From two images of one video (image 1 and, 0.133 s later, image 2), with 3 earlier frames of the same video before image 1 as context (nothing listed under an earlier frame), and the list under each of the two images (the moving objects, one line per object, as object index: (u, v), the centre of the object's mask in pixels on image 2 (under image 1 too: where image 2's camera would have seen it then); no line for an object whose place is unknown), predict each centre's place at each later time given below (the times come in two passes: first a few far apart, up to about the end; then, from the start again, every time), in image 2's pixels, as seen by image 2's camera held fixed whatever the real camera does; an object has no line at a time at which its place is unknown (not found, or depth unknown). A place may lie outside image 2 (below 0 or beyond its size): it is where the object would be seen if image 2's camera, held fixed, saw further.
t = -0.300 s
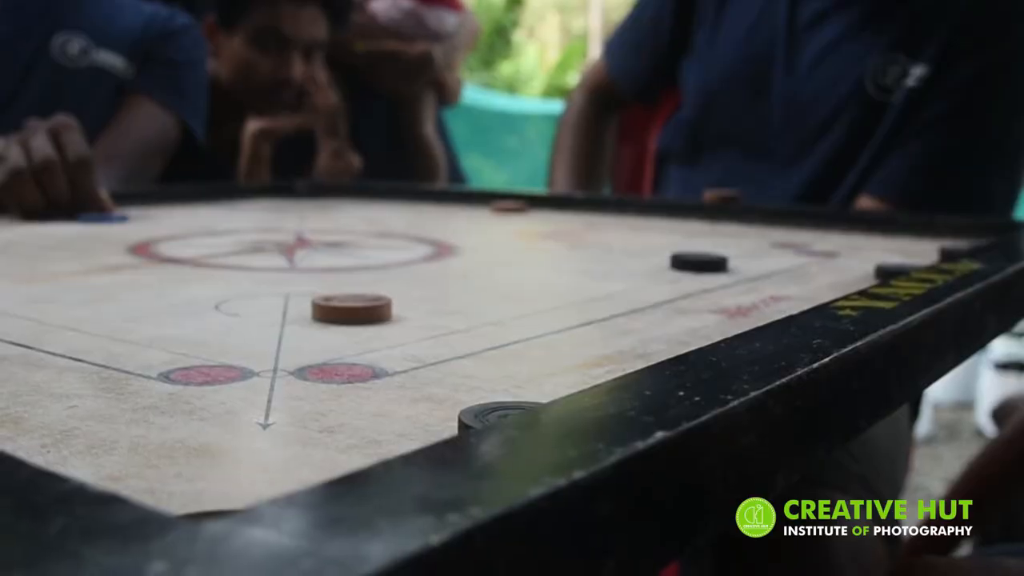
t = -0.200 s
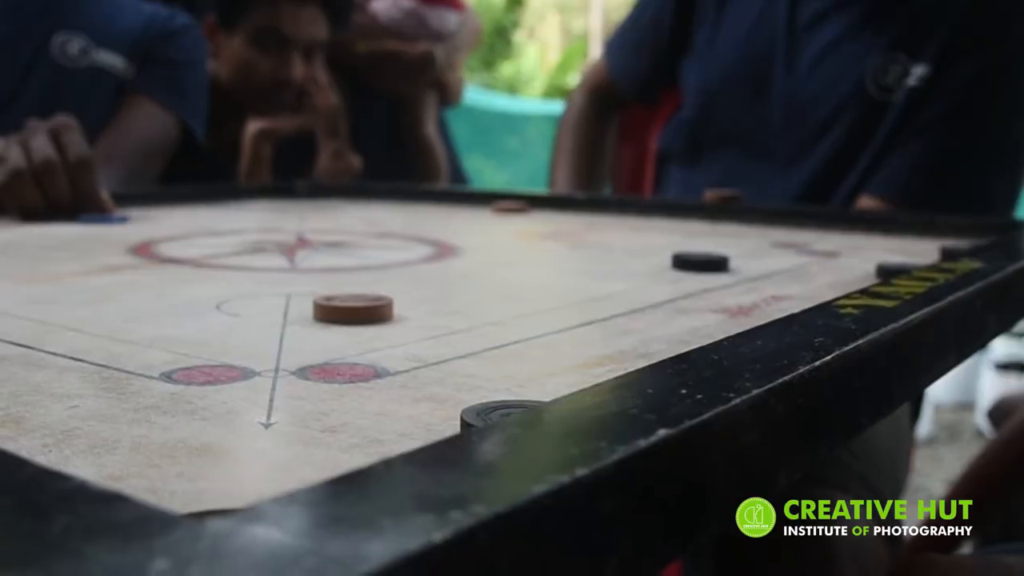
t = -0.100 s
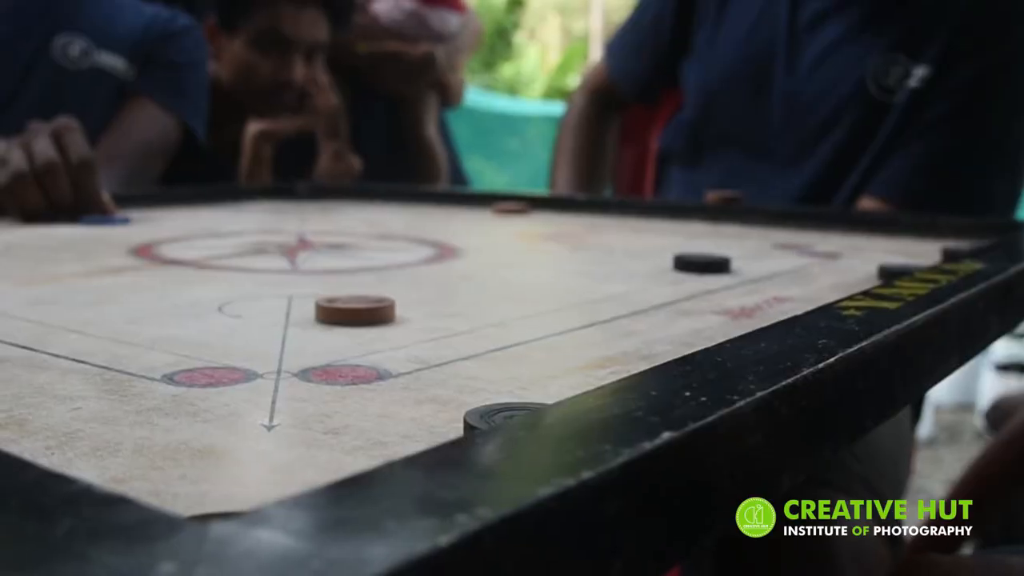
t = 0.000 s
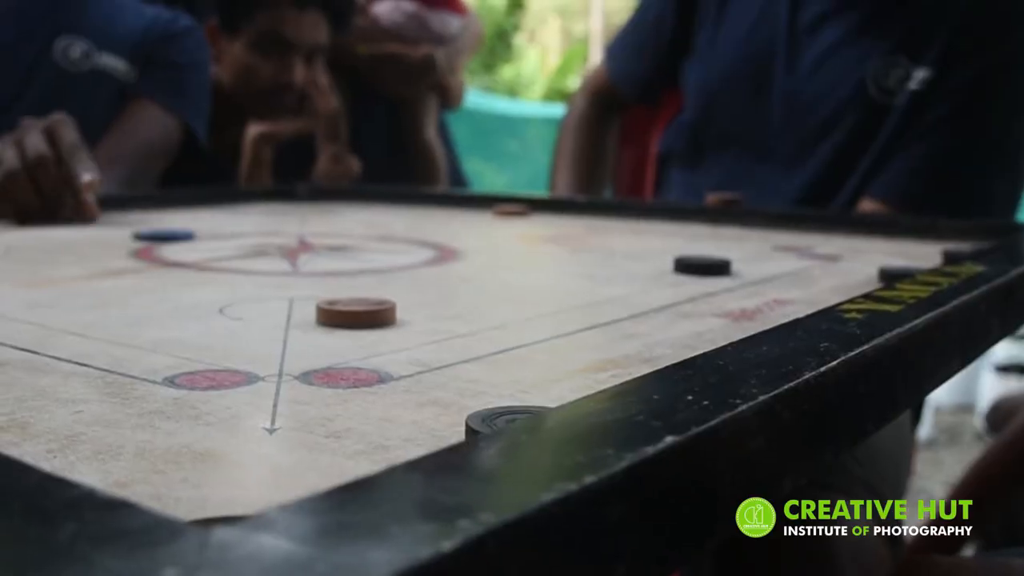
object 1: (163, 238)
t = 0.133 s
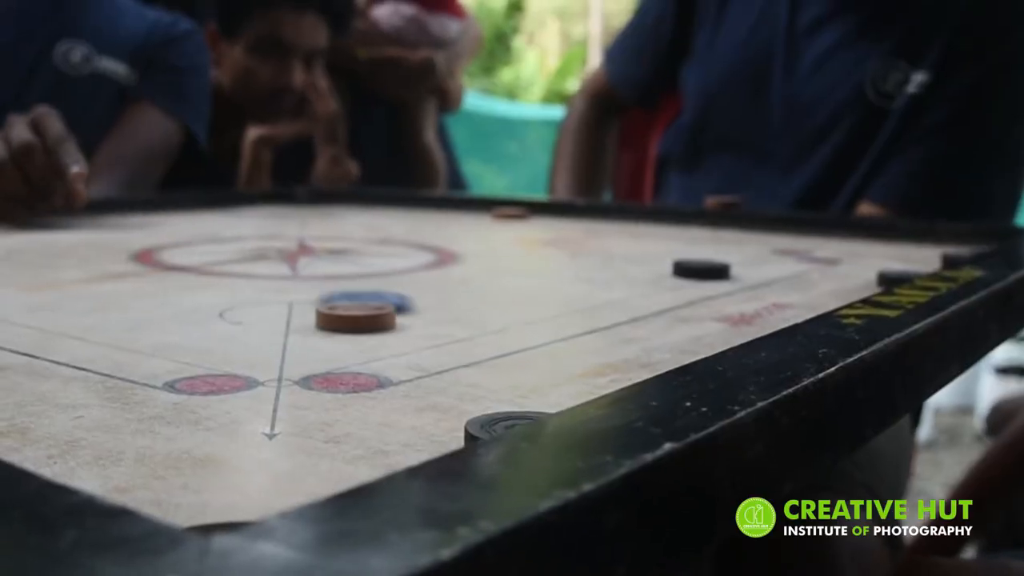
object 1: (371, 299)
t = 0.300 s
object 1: (761, 329)
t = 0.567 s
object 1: (577, 287)
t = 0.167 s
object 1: (455, 312)
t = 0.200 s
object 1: (550, 320)
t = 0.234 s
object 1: (644, 328)
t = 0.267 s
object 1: (731, 331)
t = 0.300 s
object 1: (761, 329)
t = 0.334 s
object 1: (744, 325)
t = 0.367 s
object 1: (714, 319)
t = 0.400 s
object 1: (682, 312)
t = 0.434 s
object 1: (653, 305)
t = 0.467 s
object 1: (636, 300)
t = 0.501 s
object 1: (614, 295)
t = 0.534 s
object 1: (594, 291)
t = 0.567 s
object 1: (577, 287)
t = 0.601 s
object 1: (561, 284)
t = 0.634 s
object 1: (552, 282)
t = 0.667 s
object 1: (539, 279)
